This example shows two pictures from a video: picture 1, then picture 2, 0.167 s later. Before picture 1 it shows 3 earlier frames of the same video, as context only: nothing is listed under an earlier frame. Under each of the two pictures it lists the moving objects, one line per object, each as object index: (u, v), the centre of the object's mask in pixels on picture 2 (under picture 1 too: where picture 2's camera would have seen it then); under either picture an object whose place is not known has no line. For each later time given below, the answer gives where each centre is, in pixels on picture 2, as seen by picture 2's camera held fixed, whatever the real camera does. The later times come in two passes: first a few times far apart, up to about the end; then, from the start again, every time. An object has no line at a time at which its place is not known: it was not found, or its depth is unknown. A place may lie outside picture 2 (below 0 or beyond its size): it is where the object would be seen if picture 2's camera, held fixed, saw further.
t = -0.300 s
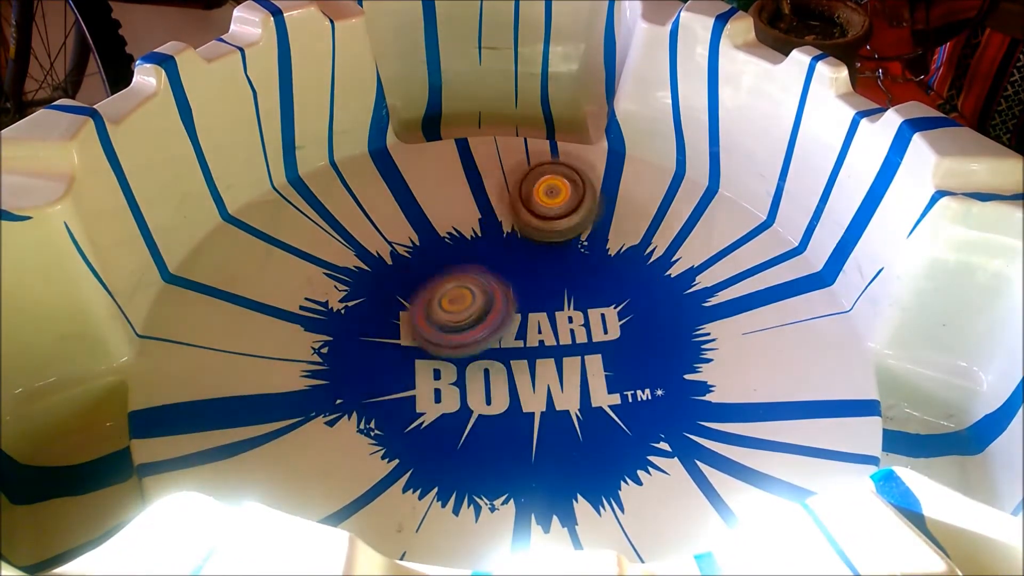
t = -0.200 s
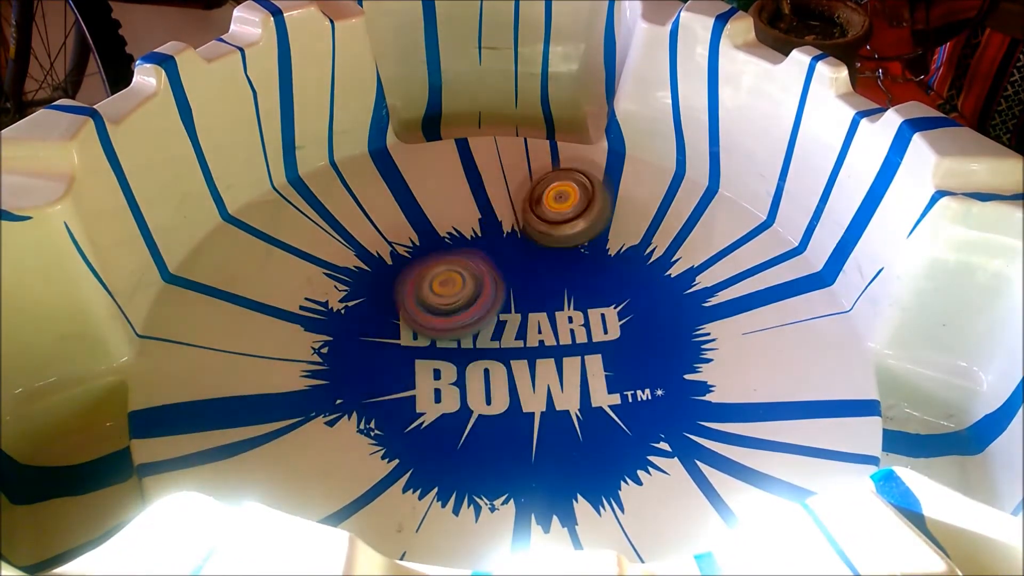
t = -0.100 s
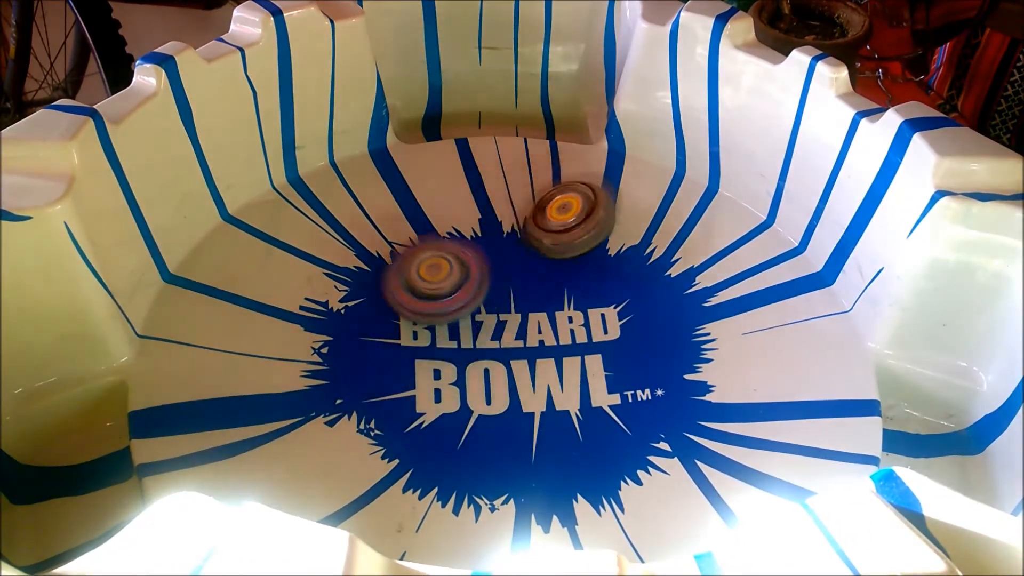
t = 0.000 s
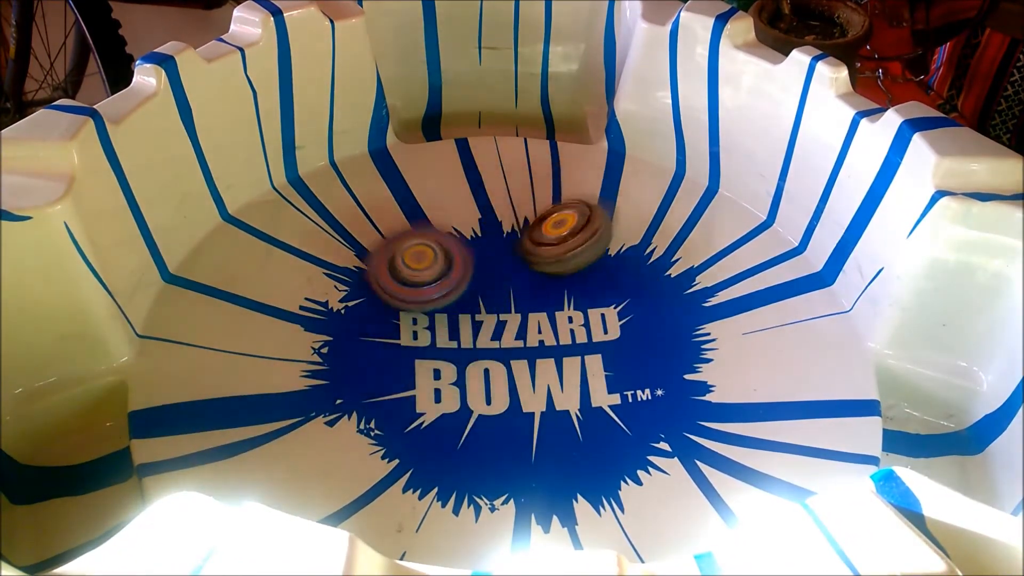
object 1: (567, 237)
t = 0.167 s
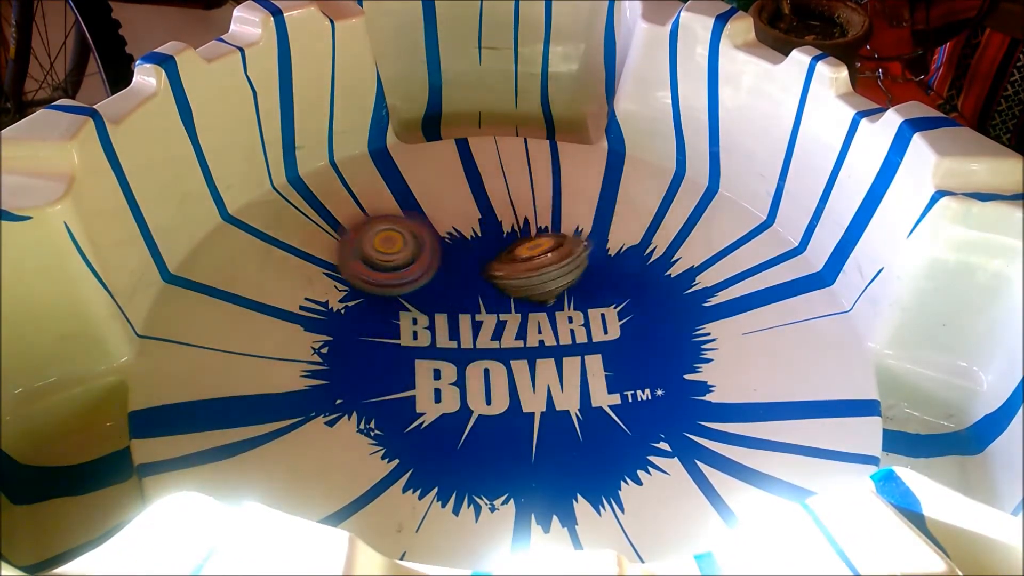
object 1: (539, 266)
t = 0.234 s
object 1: (521, 275)
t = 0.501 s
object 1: (432, 274)
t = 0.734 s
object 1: (470, 266)
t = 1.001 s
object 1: (502, 259)
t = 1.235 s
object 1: (515, 277)
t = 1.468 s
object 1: (599, 298)
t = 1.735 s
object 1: (571, 307)
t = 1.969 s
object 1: (541, 288)
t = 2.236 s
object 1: (566, 278)
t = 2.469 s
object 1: (605, 300)
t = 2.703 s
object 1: (576, 313)
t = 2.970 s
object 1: (531, 285)
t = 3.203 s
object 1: (534, 267)
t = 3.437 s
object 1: (567, 272)
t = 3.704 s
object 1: (586, 283)
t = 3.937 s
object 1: (566, 281)
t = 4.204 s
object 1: (561, 270)
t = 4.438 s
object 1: (558, 269)
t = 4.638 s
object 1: (542, 271)
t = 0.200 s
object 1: (531, 271)
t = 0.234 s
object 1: (521, 275)
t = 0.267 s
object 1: (511, 278)
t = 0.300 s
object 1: (499, 280)
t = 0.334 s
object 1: (487, 282)
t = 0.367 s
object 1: (475, 282)
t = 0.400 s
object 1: (463, 281)
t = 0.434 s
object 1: (452, 280)
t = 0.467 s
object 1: (442, 277)
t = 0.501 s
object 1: (432, 274)
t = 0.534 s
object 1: (442, 271)
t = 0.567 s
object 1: (457, 272)
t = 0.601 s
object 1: (464, 273)
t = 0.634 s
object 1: (466, 274)
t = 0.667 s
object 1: (467, 272)
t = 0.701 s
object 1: (467, 269)
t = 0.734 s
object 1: (470, 266)
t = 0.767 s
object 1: (472, 263)
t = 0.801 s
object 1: (475, 261)
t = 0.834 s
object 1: (479, 260)
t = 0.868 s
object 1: (484, 259)
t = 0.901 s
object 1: (488, 259)
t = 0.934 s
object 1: (493, 258)
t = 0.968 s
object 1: (497, 259)
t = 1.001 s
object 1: (502, 259)
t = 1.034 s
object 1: (505, 261)
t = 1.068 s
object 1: (508, 263)
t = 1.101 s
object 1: (511, 265)
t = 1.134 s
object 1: (513, 268)
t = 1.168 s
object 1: (515, 270)
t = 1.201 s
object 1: (517, 274)
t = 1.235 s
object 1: (515, 277)
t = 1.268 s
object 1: (519, 279)
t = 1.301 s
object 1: (547, 281)
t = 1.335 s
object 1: (569, 283)
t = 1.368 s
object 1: (586, 287)
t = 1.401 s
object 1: (596, 291)
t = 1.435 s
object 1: (599, 296)
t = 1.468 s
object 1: (599, 298)
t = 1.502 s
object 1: (598, 300)
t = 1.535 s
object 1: (597, 302)
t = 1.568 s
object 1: (595, 304)
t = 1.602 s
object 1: (590, 306)
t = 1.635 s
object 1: (586, 306)
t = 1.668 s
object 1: (582, 307)
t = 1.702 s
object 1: (577, 307)
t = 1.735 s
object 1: (571, 307)
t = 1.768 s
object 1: (566, 305)
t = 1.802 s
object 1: (560, 304)
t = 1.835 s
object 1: (554, 301)
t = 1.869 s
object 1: (550, 298)
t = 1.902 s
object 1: (546, 295)
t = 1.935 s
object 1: (543, 291)
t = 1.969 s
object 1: (541, 288)
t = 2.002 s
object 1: (540, 285)
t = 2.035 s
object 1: (544, 283)
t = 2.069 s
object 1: (550, 281)
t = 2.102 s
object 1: (553, 280)
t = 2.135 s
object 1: (555, 280)
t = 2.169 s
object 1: (557, 278)
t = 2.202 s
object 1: (562, 278)
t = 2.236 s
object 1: (566, 278)
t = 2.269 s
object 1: (572, 282)
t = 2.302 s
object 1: (574, 283)
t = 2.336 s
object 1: (579, 284)
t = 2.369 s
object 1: (591, 286)
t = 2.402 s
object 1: (601, 292)
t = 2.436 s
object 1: (606, 296)
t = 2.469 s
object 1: (605, 300)
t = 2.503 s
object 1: (603, 302)
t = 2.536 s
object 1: (602, 304)
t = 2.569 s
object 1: (599, 307)
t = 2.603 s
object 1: (594, 310)
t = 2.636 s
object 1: (588, 312)
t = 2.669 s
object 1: (583, 313)
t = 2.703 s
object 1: (576, 313)
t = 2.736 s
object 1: (570, 313)
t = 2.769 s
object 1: (562, 310)
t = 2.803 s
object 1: (555, 307)
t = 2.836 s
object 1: (548, 304)
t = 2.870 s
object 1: (543, 299)
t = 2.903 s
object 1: (539, 295)
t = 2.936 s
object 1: (535, 290)
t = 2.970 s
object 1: (531, 285)
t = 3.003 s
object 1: (531, 282)
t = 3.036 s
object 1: (529, 278)
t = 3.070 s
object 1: (530, 275)
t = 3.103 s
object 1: (531, 273)
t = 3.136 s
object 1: (531, 271)
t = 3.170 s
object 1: (532, 269)
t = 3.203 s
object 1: (534, 267)
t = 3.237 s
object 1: (539, 266)
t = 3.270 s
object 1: (542, 265)
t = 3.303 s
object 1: (553, 266)
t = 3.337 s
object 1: (558, 267)
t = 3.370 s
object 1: (561, 269)
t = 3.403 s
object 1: (562, 269)
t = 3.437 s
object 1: (567, 272)
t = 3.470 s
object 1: (568, 276)
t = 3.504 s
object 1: (571, 275)
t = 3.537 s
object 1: (573, 282)
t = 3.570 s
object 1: (575, 285)
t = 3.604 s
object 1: (580, 284)
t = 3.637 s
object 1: (584, 282)
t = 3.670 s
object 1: (586, 281)
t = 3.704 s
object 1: (586, 283)
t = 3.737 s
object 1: (582, 285)
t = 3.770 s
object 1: (580, 285)
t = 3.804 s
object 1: (578, 286)
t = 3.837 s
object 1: (575, 286)
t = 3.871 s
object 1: (572, 285)
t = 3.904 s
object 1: (568, 283)
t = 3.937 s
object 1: (566, 281)
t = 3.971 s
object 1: (565, 279)
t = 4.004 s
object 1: (563, 277)
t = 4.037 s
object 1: (563, 276)
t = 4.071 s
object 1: (561, 274)
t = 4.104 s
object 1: (560, 272)
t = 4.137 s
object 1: (560, 271)
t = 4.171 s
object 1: (561, 270)
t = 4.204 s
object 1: (561, 270)
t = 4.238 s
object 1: (560, 270)
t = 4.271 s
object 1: (560, 269)
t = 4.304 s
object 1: (559, 269)
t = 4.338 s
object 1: (558, 268)
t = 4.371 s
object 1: (559, 267)
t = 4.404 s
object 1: (558, 268)
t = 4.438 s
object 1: (558, 269)
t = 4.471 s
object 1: (557, 270)
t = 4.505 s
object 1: (554, 271)
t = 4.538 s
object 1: (551, 272)
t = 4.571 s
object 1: (547, 272)
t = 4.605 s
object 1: (545, 272)
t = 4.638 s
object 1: (542, 271)
